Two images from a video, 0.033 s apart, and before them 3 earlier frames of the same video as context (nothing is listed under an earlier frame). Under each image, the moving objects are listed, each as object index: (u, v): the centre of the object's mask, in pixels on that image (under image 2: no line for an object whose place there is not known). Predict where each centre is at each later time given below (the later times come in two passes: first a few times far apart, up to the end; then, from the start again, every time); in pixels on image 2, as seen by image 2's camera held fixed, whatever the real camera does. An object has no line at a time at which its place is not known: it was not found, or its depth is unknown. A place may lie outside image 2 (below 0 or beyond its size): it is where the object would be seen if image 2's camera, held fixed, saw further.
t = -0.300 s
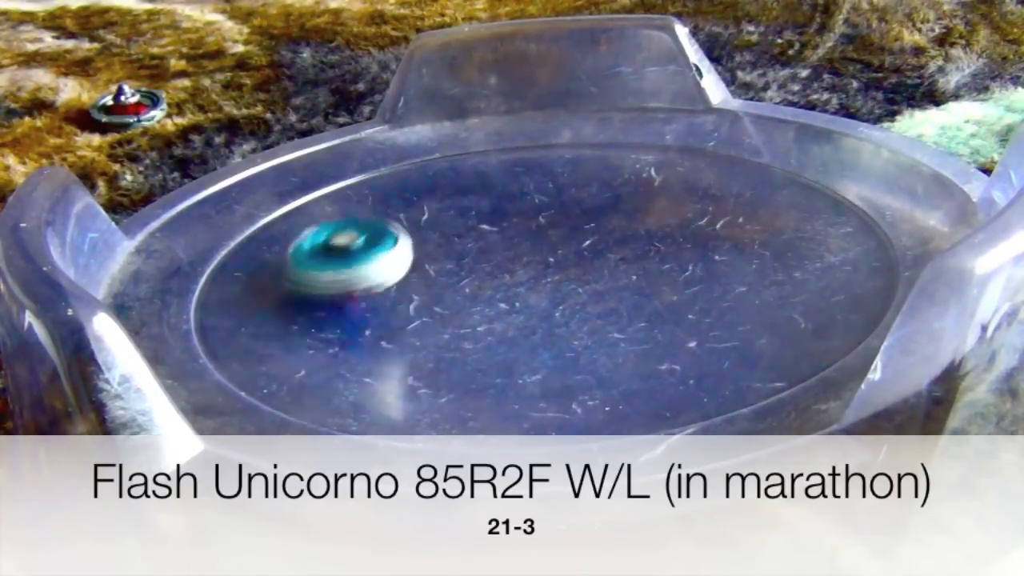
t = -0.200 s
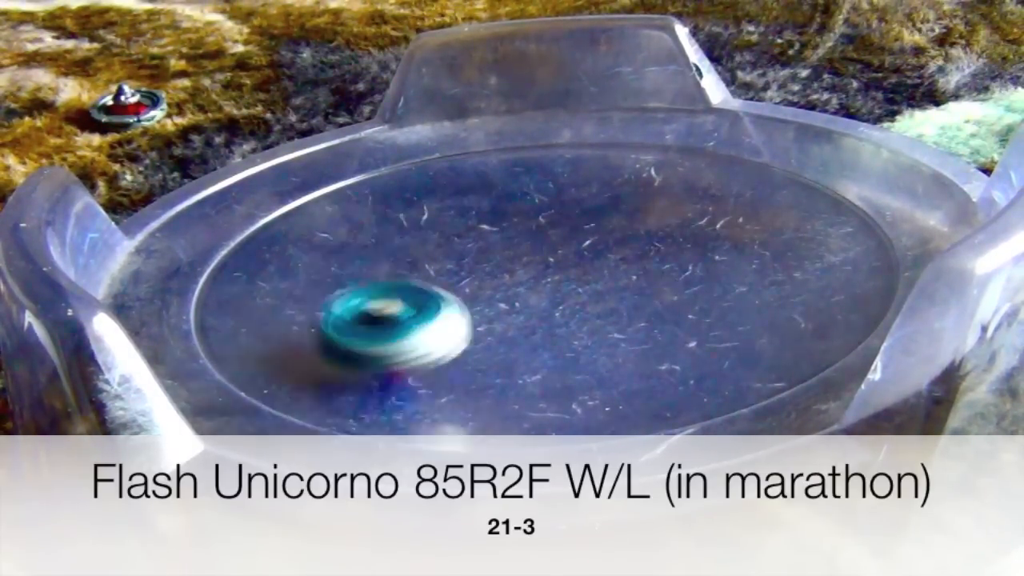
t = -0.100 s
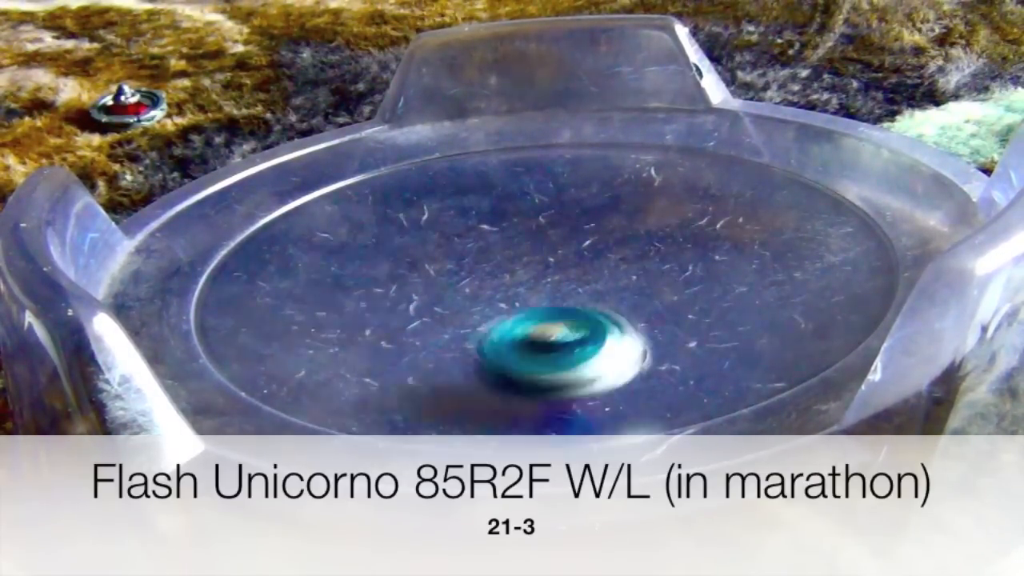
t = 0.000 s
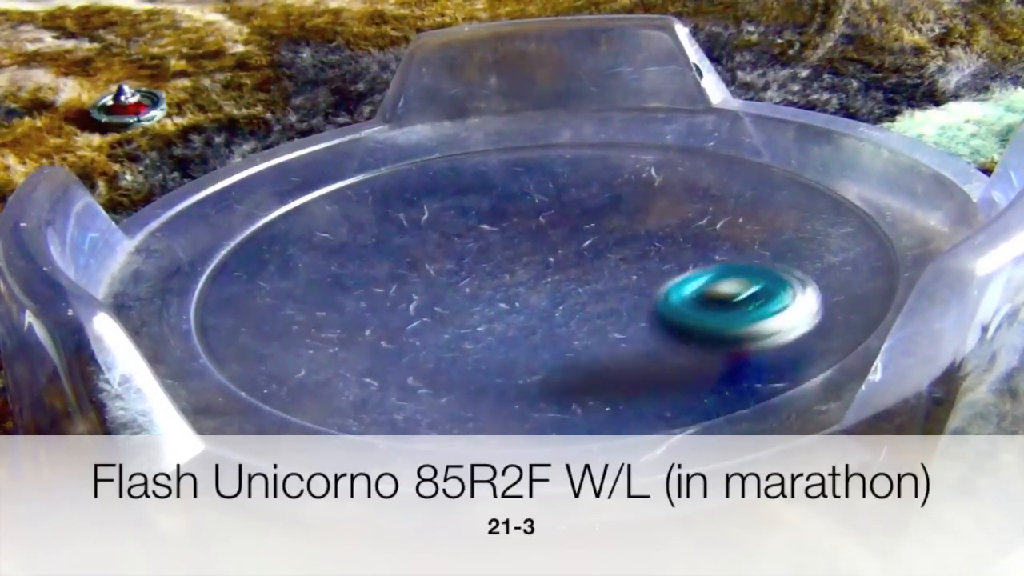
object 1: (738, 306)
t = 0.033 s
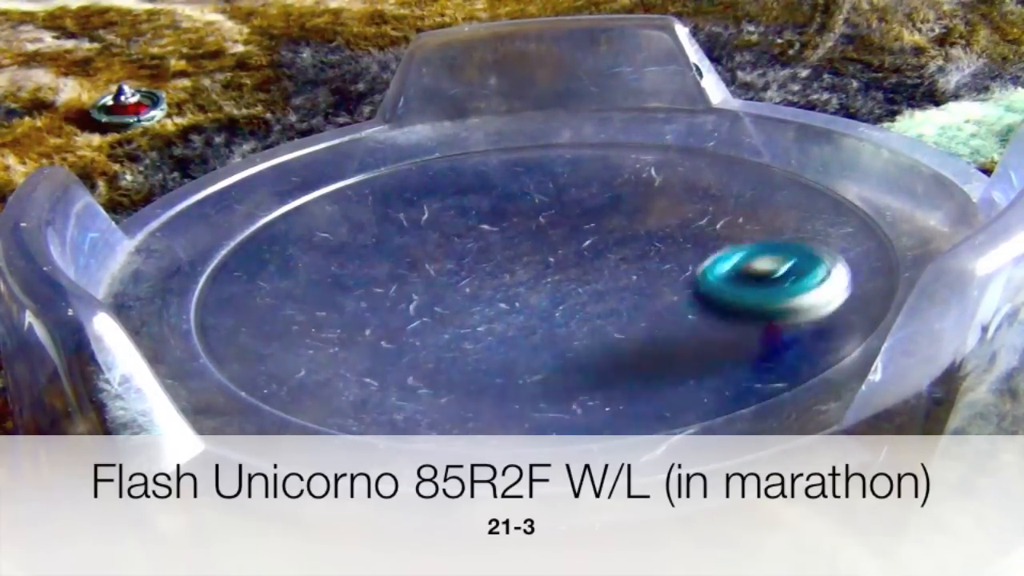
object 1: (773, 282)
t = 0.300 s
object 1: (607, 163)
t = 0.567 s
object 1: (318, 271)
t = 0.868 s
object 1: (708, 317)
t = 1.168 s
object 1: (579, 171)
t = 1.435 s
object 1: (289, 261)
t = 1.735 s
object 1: (654, 324)
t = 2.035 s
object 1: (575, 170)
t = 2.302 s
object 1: (307, 235)
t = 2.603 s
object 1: (595, 321)
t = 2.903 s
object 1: (601, 168)
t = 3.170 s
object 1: (364, 213)
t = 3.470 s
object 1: (571, 309)
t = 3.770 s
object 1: (633, 181)
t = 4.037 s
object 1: (435, 216)
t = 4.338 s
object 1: (600, 288)
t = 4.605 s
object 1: (618, 200)
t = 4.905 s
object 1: (466, 267)
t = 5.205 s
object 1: (660, 253)
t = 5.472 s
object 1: (525, 222)
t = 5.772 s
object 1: (548, 307)
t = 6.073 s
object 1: (612, 227)
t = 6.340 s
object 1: (440, 269)
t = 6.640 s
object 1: (612, 289)
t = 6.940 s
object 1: (496, 227)
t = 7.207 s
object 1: (446, 296)
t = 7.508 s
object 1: (593, 244)
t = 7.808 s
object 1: (435, 238)
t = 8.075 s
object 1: (515, 290)
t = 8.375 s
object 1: (560, 215)
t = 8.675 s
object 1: (450, 247)
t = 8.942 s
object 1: (592, 265)
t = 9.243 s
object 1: (552, 210)
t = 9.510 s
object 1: (483, 255)
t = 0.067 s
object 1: (792, 258)
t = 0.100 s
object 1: (795, 234)
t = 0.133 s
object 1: (784, 213)
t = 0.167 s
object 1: (762, 196)
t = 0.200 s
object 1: (733, 181)
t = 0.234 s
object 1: (696, 171)
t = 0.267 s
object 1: (653, 165)
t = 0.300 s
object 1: (607, 163)
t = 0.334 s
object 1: (559, 164)
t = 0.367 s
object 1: (511, 171)
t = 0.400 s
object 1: (470, 179)
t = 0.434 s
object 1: (430, 191)
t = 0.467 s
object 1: (389, 206)
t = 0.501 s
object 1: (357, 226)
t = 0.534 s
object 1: (332, 247)
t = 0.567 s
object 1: (318, 271)
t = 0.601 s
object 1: (318, 295)
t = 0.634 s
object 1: (335, 317)
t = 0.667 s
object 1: (367, 336)
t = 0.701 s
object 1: (414, 353)
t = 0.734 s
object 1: (472, 360)
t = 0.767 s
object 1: (536, 361)
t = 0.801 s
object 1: (602, 352)
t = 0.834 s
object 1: (661, 338)
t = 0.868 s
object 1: (708, 317)
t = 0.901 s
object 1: (742, 295)
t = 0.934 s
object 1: (761, 271)
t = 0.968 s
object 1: (764, 248)
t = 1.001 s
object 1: (753, 227)
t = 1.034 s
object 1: (733, 208)
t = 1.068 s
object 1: (703, 193)
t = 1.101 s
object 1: (666, 182)
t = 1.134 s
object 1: (624, 174)
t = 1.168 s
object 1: (579, 171)
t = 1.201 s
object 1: (536, 170)
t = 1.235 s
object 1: (489, 173)
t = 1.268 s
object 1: (446, 179)
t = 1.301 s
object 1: (402, 190)
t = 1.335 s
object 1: (366, 202)
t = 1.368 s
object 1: (333, 219)
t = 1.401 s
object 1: (305, 240)
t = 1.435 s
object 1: (289, 261)
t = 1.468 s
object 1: (285, 283)
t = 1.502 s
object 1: (299, 304)
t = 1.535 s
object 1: (327, 325)
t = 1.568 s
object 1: (368, 342)
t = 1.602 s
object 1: (422, 353)
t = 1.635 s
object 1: (483, 357)
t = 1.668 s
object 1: (546, 353)
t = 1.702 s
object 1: (606, 341)
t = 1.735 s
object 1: (654, 324)
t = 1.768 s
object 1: (691, 303)
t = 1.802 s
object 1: (713, 280)
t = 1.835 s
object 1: (720, 257)
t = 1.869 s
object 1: (715, 236)
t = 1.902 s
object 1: (703, 216)
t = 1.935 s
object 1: (678, 199)
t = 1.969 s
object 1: (648, 186)
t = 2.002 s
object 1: (613, 176)
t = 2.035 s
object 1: (575, 170)
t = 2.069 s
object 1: (535, 166)
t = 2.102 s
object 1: (496, 166)
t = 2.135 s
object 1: (455, 169)
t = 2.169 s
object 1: (416, 176)
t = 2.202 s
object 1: (381, 187)
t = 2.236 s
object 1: (350, 200)
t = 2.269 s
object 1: (325, 216)
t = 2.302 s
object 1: (307, 235)
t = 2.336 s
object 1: (299, 256)
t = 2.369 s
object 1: (301, 276)
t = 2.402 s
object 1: (319, 295)
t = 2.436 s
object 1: (350, 312)
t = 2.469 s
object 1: (390, 326)
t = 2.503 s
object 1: (438, 334)
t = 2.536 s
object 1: (491, 337)
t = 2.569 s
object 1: (545, 332)
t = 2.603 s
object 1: (595, 321)
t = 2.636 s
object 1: (638, 304)
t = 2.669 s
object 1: (670, 284)
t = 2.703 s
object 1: (687, 263)
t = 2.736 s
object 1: (694, 241)
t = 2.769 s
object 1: (689, 222)
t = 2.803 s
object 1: (678, 205)
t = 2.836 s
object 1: (658, 190)
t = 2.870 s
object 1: (632, 178)
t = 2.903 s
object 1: (601, 168)
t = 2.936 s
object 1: (568, 162)
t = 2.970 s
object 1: (534, 160)
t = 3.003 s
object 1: (500, 161)
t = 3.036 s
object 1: (466, 165)
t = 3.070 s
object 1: (433, 173)
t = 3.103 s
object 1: (404, 184)
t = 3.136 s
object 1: (381, 197)
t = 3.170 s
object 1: (364, 213)
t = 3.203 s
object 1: (352, 231)
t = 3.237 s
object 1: (349, 250)
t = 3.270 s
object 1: (356, 269)
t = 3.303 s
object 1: (375, 285)
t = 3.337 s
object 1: (403, 299)
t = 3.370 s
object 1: (440, 309)
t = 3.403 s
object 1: (483, 314)
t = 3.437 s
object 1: (528, 314)
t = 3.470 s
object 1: (571, 309)
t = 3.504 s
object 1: (610, 299)
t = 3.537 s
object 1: (641, 284)
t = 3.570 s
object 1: (665, 267)
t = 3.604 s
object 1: (681, 250)
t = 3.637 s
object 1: (685, 232)
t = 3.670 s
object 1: (682, 216)
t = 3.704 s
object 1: (672, 202)
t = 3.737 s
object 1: (655, 191)
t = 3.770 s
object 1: (633, 181)
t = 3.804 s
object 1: (608, 175)
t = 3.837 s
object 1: (581, 173)
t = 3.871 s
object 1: (553, 174)
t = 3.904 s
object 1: (525, 177)
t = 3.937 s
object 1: (498, 182)
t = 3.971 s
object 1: (474, 191)
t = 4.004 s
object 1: (454, 202)
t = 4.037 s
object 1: (435, 216)
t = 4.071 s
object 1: (427, 230)
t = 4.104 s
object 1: (425, 246)
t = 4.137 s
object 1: (430, 261)
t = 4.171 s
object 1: (444, 274)
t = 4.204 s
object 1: (468, 285)
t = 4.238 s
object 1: (498, 293)
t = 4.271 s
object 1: (532, 297)
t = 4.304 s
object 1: (568, 294)
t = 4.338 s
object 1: (600, 288)
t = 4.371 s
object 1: (627, 278)
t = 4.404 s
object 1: (648, 265)
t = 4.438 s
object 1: (660, 251)
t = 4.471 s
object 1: (665, 237)
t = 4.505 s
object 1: (662, 225)
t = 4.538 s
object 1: (653, 213)
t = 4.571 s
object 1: (638, 205)
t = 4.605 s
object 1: (618, 200)
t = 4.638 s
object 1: (596, 196)
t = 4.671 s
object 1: (570, 196)
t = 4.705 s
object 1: (543, 199)
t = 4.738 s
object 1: (519, 206)
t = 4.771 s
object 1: (497, 214)
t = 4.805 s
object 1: (481, 226)
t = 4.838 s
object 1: (469, 239)
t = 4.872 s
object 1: (463, 254)
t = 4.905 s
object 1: (466, 267)
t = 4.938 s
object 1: (477, 280)
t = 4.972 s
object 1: (498, 289)
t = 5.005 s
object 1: (526, 296)
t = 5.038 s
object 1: (557, 299)
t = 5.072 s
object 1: (589, 295)
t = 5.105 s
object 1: (615, 288)
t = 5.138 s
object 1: (638, 277)
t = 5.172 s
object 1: (653, 265)
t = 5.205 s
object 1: (660, 253)
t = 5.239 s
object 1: (662, 241)
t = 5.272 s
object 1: (654, 232)
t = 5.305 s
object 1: (642, 223)
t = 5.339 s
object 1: (623, 216)
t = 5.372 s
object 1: (600, 213)
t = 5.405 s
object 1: (575, 214)
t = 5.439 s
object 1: (550, 217)
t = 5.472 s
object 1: (525, 222)
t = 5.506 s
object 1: (504, 229)
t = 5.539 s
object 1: (482, 241)
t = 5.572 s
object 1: (471, 252)
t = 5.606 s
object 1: (465, 264)
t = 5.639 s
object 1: (465, 278)
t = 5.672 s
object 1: (476, 289)
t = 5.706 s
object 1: (494, 298)
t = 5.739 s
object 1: (519, 305)
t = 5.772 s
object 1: (548, 307)
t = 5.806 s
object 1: (577, 305)
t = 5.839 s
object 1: (607, 298)
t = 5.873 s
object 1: (627, 289)
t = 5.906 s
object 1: (644, 277)
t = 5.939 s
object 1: (651, 265)
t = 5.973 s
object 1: (651, 254)
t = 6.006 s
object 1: (643, 243)
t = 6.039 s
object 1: (631, 234)
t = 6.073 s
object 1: (612, 227)
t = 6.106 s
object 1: (588, 223)
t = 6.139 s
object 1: (561, 223)
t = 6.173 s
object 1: (536, 224)
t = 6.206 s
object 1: (508, 229)
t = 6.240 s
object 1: (483, 236)
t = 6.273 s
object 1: (465, 245)
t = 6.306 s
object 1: (447, 257)
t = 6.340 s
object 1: (440, 269)
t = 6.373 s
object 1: (442, 280)
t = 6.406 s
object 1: (448, 292)
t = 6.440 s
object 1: (461, 301)
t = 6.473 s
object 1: (482, 308)
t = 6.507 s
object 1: (510, 311)
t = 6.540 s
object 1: (537, 311)
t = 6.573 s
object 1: (567, 308)
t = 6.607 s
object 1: (593, 300)
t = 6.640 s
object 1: (612, 289)
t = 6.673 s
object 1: (624, 277)
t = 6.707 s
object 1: (627, 264)
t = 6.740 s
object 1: (621, 252)
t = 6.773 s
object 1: (611, 242)
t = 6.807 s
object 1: (591, 234)
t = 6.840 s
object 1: (569, 229)
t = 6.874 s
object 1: (547, 225)
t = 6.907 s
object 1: (521, 225)
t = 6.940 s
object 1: (496, 227)
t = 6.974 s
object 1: (472, 232)
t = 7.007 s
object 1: (452, 239)
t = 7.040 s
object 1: (437, 248)
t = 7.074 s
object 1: (424, 259)
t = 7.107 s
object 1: (421, 269)
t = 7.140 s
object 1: (425, 278)
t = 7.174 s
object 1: (432, 288)
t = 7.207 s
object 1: (446, 296)
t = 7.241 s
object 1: (467, 301)
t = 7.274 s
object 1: (491, 304)
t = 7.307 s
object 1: (520, 303)
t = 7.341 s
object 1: (547, 300)
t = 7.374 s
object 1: (573, 292)
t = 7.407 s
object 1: (590, 280)
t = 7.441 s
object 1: (599, 267)
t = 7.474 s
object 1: (599, 255)
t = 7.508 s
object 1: (593, 244)
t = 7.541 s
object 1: (582, 235)
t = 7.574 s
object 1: (565, 227)
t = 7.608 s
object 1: (548, 222)
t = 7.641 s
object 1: (526, 219)
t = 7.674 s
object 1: (507, 218)
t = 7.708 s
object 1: (486, 220)
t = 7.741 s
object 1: (466, 224)
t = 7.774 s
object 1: (448, 230)
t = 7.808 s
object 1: (435, 238)
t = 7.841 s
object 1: (427, 246)
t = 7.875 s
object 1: (424, 255)
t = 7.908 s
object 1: (427, 265)
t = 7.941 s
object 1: (434, 273)
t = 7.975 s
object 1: (450, 279)
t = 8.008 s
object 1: (465, 286)
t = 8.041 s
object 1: (490, 290)
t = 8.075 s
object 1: (515, 290)
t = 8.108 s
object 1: (543, 287)
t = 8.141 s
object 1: (566, 280)
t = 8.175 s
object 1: (583, 269)
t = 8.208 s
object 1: (592, 258)
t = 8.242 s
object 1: (595, 247)
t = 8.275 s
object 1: (591, 236)
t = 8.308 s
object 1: (585, 227)
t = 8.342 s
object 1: (573, 220)
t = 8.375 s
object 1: (560, 215)
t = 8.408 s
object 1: (544, 211)
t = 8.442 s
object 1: (527, 209)
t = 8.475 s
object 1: (509, 210)
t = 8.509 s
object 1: (493, 212)
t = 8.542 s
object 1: (479, 217)
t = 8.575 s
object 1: (466, 223)
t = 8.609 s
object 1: (458, 230)
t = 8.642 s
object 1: (452, 238)
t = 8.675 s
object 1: (450, 247)
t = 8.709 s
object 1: (454, 257)
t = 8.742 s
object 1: (463, 266)
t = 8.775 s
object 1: (477, 274)
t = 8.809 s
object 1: (500, 279)
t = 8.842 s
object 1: (526, 281)
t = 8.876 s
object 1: (553, 278)
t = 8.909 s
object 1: (575, 273)
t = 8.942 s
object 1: (592, 265)
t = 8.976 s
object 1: (606, 254)
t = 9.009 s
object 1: (613, 244)
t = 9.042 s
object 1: (613, 235)
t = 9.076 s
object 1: (609, 226)
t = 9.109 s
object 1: (601, 220)
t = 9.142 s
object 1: (590, 215)
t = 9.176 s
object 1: (579, 212)
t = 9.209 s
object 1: (566, 210)
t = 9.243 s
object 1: (552, 210)
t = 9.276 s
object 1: (538, 211)
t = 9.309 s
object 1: (524, 214)
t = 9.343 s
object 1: (511, 218)
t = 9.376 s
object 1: (501, 223)
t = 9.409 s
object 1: (491, 231)
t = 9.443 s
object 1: (485, 238)
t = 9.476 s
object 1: (483, 247)
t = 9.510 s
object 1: (483, 255)
